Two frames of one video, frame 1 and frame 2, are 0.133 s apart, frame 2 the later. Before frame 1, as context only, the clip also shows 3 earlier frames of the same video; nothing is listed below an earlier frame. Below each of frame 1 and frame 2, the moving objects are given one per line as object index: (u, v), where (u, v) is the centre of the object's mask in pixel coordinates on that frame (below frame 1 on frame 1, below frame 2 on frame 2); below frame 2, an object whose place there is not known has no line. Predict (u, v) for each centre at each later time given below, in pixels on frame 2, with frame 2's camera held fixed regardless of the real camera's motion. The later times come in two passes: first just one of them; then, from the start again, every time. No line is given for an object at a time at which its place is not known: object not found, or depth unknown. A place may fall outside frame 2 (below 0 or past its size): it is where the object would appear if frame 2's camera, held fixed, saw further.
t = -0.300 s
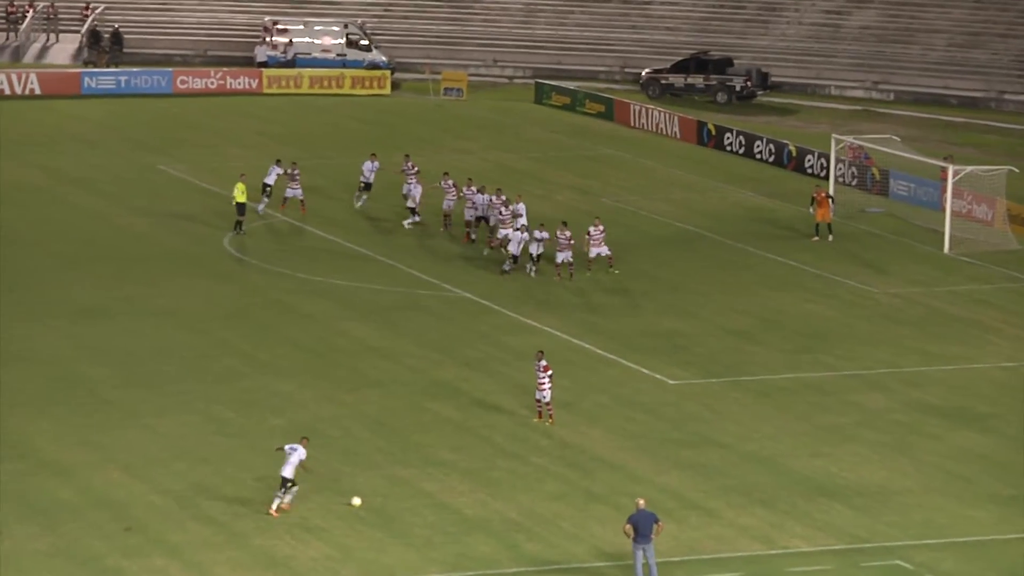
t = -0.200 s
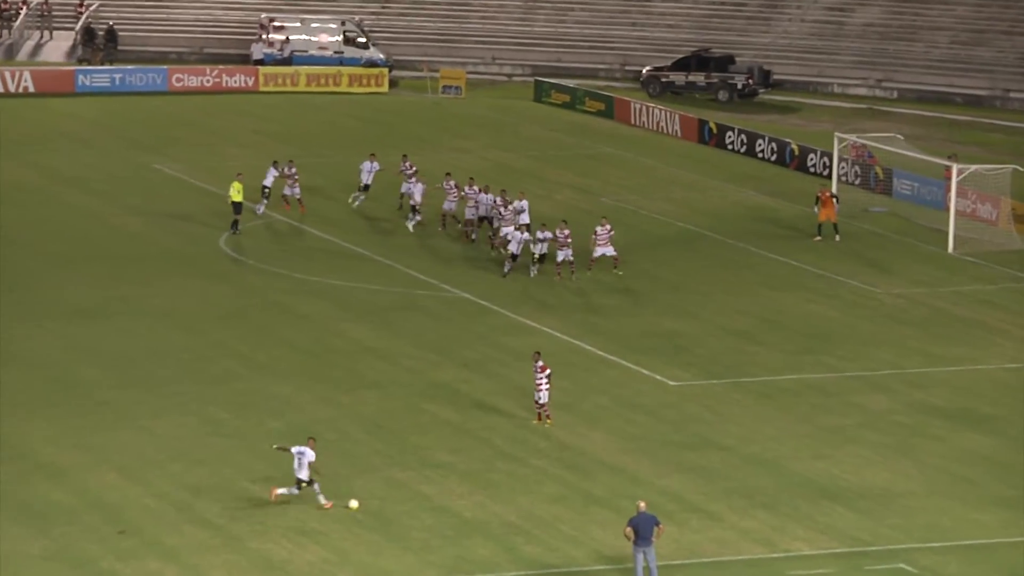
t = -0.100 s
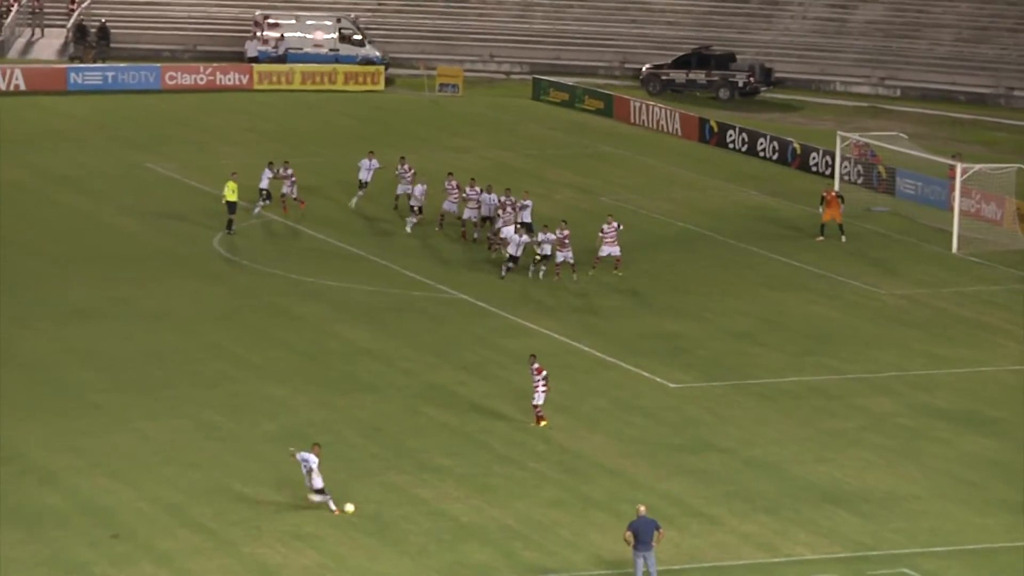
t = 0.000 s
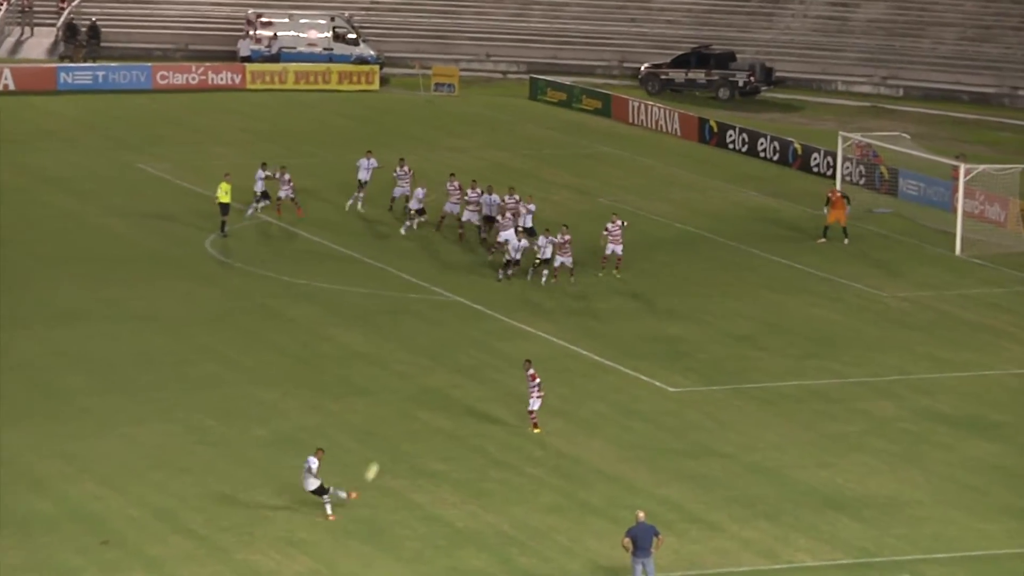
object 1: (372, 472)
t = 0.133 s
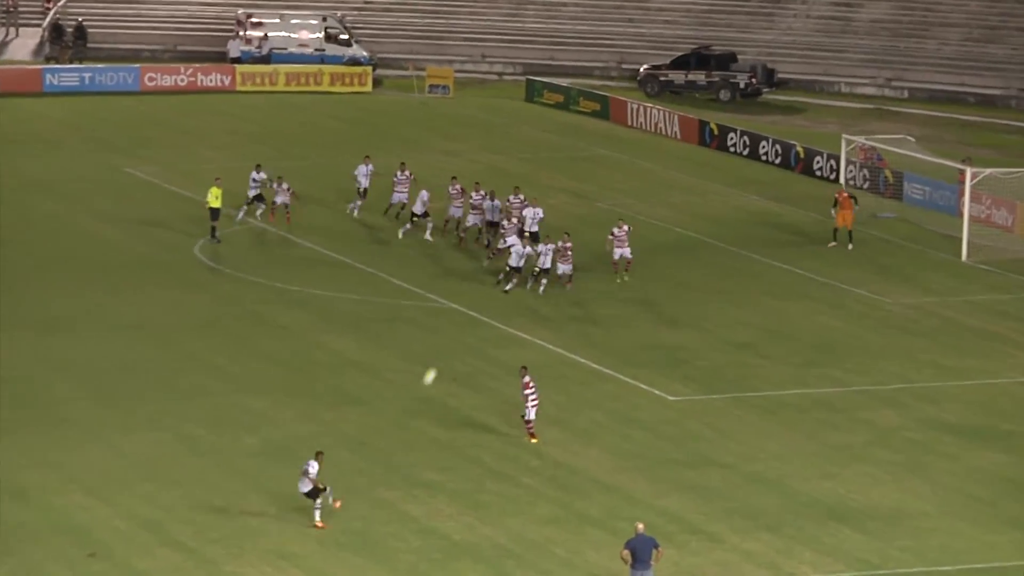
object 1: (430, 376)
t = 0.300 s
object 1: (488, 268)
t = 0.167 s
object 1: (443, 353)
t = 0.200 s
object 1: (456, 330)
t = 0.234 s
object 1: (467, 308)
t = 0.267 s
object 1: (478, 288)
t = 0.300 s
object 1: (488, 268)
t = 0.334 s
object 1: (497, 250)
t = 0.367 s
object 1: (506, 231)
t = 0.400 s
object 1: (514, 214)
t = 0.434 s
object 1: (521, 196)
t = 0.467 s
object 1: (527, 181)
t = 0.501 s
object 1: (532, 166)
